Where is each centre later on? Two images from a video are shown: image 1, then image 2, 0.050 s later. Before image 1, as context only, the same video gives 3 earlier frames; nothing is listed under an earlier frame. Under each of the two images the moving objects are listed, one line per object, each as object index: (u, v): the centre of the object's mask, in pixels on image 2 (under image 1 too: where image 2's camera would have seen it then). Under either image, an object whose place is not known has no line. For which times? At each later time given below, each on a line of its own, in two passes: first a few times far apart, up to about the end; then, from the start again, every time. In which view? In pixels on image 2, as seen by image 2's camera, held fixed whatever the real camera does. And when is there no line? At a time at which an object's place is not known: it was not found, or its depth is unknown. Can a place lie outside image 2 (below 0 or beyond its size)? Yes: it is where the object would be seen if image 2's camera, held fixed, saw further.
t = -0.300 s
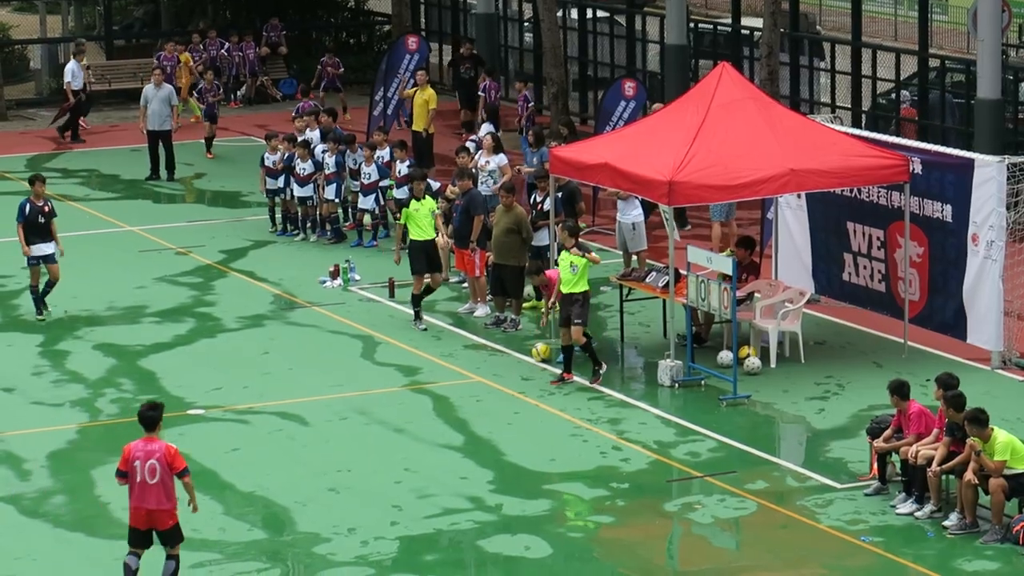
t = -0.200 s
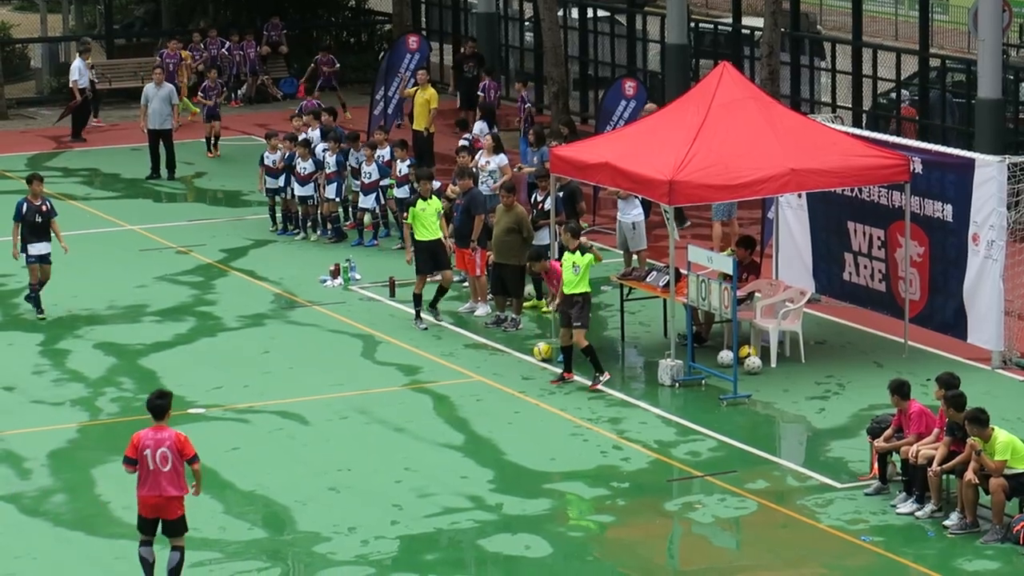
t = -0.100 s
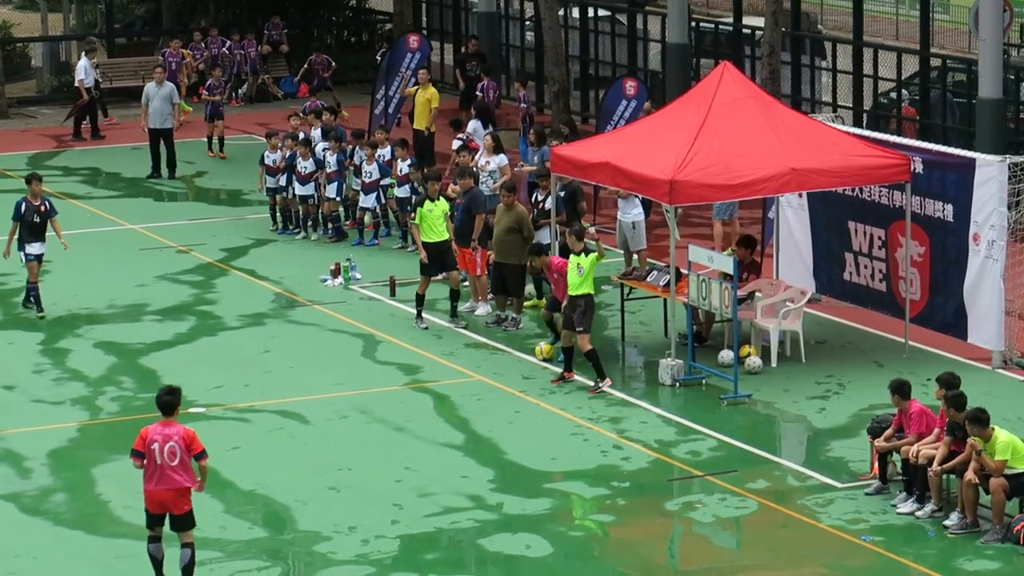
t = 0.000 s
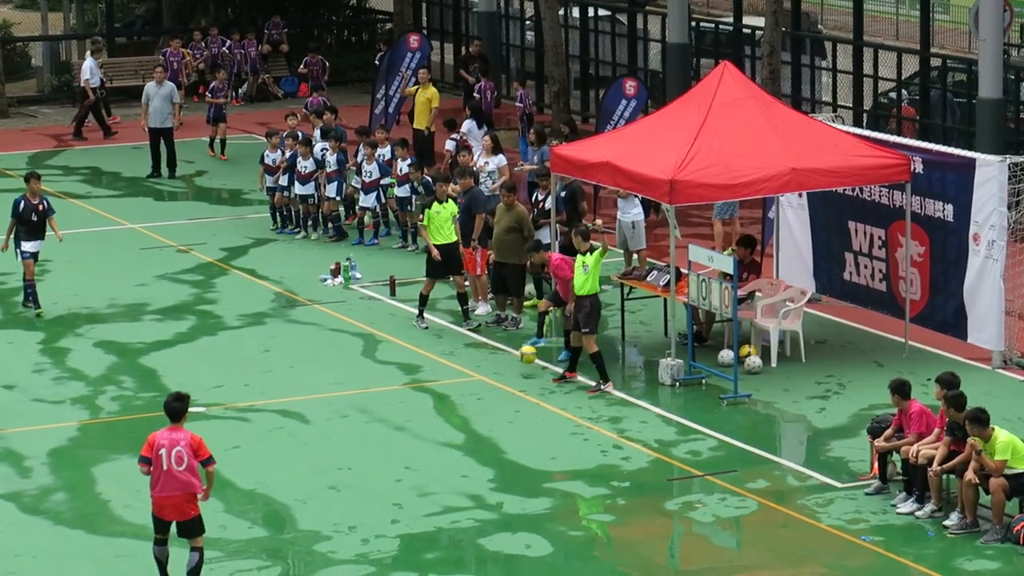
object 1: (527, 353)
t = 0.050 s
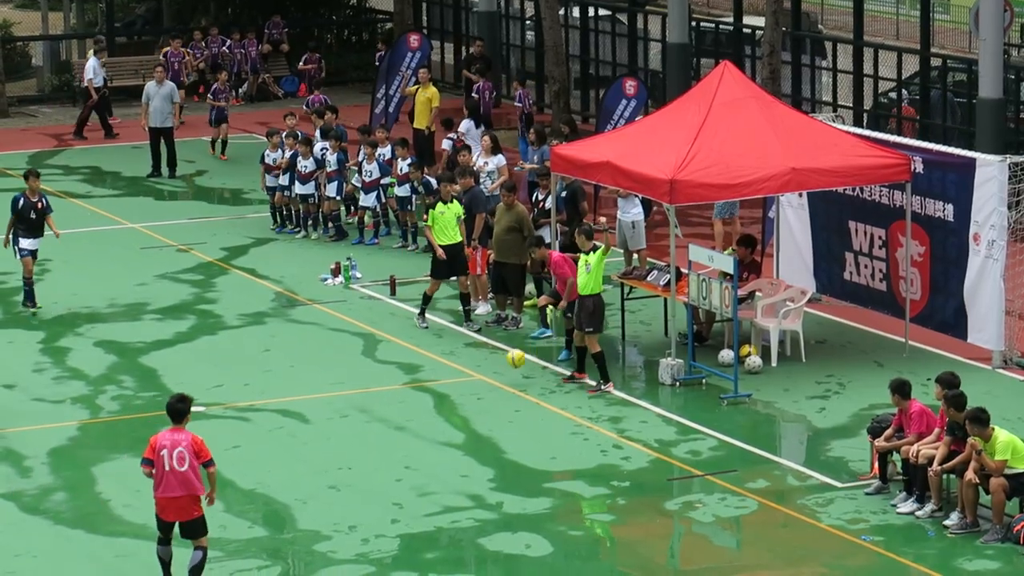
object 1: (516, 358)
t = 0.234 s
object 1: (473, 397)
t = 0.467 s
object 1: (425, 450)
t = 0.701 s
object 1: (381, 507)
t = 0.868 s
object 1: (348, 540)
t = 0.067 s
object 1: (512, 360)
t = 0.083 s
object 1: (508, 362)
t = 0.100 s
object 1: (504, 365)
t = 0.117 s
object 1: (501, 368)
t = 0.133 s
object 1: (497, 371)
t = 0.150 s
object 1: (493, 374)
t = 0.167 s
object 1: (489, 378)
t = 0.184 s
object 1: (485, 382)
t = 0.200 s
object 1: (481, 387)
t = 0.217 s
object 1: (476, 392)
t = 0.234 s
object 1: (473, 397)
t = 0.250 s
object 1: (469, 402)
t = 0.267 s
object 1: (465, 408)
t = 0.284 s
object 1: (461, 414)
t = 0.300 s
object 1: (457, 421)
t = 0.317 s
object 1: (453, 428)
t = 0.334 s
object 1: (449, 437)
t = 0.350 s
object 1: (446, 440)
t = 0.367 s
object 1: (443, 440)
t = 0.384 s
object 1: (440, 441)
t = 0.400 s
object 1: (437, 442)
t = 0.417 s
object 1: (434, 443)
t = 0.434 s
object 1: (430, 446)
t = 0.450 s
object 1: (427, 448)
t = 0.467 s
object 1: (425, 450)
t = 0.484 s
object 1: (421, 453)
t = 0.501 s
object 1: (418, 456)
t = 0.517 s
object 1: (415, 461)
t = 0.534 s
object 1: (412, 464)
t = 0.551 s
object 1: (409, 468)
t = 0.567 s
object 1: (406, 473)
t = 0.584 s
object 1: (402, 478)
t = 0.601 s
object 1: (399, 483)
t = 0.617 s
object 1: (396, 489)
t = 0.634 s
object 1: (393, 495)
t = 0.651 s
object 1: (390, 500)
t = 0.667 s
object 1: (386, 502)
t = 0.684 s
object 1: (384, 505)
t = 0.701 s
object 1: (381, 507)
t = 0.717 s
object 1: (377, 509)
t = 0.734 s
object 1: (374, 513)
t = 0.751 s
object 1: (371, 517)
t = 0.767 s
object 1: (368, 521)
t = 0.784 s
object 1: (365, 525)
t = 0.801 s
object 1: (361, 531)
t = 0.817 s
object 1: (358, 535)
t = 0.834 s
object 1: (355, 537)
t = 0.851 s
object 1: (351, 538)
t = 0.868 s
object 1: (348, 540)
